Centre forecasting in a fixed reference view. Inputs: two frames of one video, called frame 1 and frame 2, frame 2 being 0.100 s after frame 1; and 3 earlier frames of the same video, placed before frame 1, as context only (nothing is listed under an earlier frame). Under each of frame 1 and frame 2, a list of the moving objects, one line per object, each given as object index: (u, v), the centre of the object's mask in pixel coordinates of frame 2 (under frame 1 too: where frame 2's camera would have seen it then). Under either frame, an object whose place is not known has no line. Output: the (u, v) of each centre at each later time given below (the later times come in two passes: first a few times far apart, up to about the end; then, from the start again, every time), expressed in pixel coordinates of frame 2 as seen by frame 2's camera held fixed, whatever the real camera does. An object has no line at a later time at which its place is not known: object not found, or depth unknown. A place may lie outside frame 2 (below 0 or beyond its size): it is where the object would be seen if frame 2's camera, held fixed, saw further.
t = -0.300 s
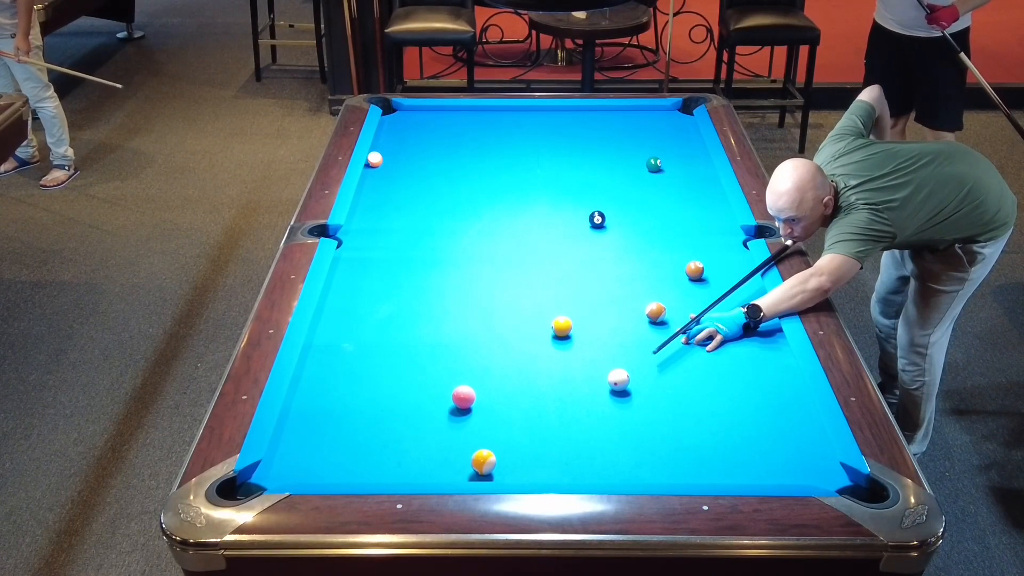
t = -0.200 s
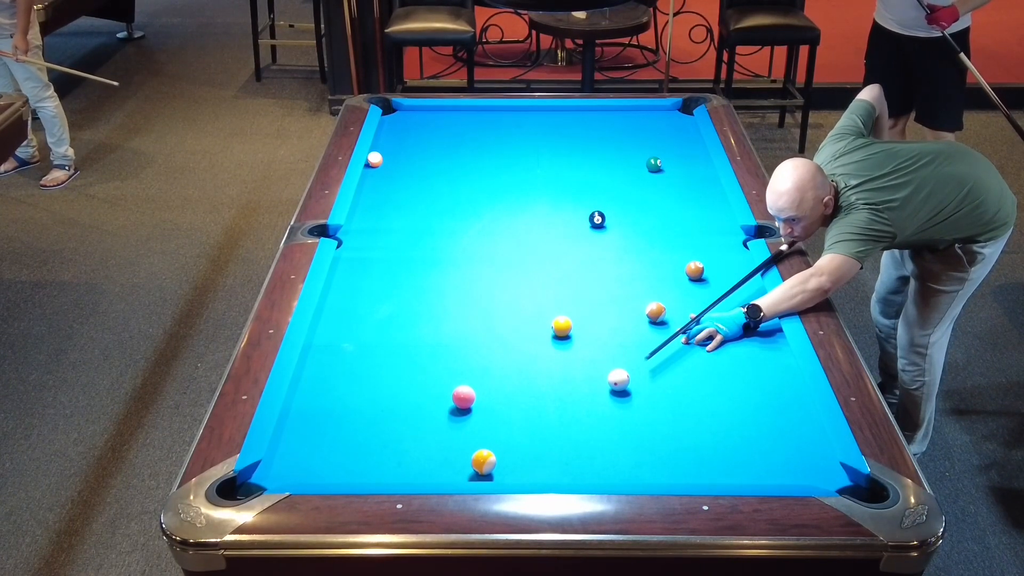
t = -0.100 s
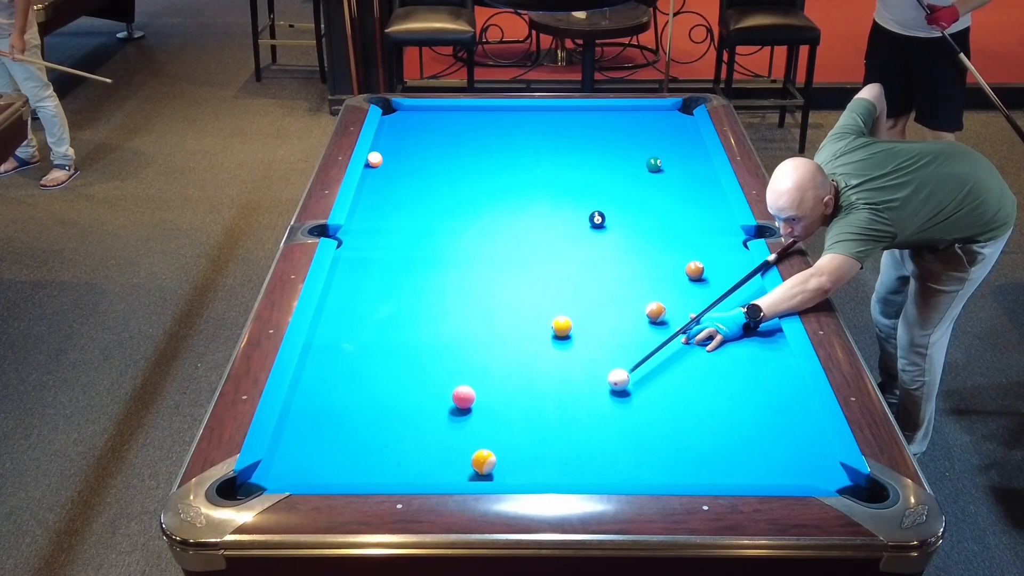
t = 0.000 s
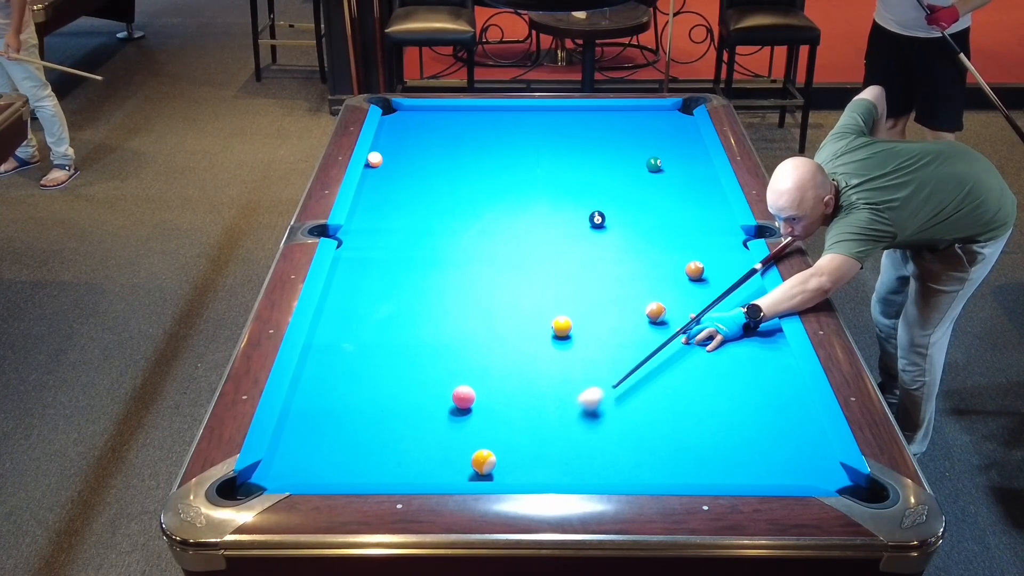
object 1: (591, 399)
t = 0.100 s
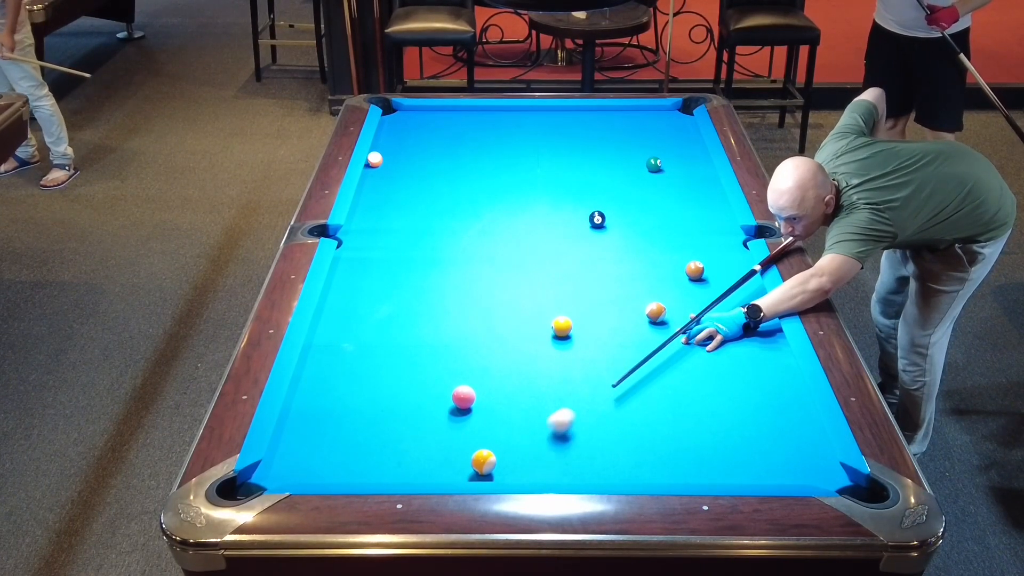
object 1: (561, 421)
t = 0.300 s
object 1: (509, 468)
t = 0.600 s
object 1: (522, 442)
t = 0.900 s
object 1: (535, 410)
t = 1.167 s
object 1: (545, 386)
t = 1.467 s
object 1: (555, 362)
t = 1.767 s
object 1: (564, 341)
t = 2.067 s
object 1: (574, 334)
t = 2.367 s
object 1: (584, 331)
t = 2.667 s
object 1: (592, 329)
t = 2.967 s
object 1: (597, 328)
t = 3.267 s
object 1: (600, 328)
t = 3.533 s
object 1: (601, 328)
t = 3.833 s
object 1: (600, 328)
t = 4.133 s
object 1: (600, 328)
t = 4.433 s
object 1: (600, 328)
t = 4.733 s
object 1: (600, 328)
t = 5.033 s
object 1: (600, 328)
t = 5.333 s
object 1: (600, 328)
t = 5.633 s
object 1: (600, 328)
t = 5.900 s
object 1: (600, 328)
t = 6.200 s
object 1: (600, 328)
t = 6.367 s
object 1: (600, 328)
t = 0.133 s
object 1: (551, 429)
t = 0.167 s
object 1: (541, 436)
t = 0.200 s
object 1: (530, 444)
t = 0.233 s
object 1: (520, 452)
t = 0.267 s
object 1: (510, 460)
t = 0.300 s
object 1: (509, 468)
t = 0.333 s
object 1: (509, 472)
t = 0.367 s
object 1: (511, 471)
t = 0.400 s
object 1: (513, 467)
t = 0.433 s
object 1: (514, 463)
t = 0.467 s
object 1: (516, 459)
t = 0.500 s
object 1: (518, 455)
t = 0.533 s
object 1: (519, 450)
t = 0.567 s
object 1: (521, 446)
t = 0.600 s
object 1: (522, 442)
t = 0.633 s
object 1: (524, 439)
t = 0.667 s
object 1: (525, 435)
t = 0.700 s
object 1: (527, 431)
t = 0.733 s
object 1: (528, 427)
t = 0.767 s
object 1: (530, 424)
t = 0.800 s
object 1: (531, 420)
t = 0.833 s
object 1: (532, 417)
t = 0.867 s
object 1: (534, 414)
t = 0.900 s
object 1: (535, 410)
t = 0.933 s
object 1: (536, 407)
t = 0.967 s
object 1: (538, 404)
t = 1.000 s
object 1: (539, 401)
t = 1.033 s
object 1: (540, 397)
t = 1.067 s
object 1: (541, 395)
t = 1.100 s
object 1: (543, 391)
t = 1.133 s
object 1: (544, 389)
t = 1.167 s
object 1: (545, 386)
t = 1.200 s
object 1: (546, 383)
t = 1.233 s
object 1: (547, 380)
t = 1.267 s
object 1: (548, 377)
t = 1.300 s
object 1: (550, 375)
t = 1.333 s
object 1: (551, 372)
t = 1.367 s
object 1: (552, 369)
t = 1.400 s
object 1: (553, 367)
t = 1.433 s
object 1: (554, 364)
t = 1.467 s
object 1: (555, 362)
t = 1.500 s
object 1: (556, 359)
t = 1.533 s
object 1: (557, 357)
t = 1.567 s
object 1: (558, 354)
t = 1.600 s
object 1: (559, 352)
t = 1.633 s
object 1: (560, 350)
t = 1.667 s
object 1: (561, 347)
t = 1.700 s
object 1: (562, 345)
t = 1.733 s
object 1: (563, 343)
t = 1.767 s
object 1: (564, 341)
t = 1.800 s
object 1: (564, 339)
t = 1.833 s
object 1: (565, 337)
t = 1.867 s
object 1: (567, 336)
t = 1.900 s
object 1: (568, 336)
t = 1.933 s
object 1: (569, 335)
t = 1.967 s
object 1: (570, 335)
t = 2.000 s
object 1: (572, 335)
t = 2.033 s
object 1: (573, 334)
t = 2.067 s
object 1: (574, 334)
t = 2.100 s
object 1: (575, 333)
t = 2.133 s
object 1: (577, 333)
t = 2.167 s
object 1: (578, 333)
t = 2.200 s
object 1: (579, 333)
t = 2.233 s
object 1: (580, 332)
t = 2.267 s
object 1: (581, 332)
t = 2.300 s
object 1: (582, 332)
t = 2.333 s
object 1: (583, 331)
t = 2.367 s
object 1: (584, 331)
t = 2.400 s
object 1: (585, 331)
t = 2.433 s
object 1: (586, 331)
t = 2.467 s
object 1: (587, 330)
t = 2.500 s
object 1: (588, 330)
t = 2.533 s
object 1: (588, 330)
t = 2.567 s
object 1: (589, 330)
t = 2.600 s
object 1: (590, 330)
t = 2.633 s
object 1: (591, 330)
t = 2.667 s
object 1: (592, 329)
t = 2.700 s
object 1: (592, 329)
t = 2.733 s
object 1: (593, 329)
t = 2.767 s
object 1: (594, 329)
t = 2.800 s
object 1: (594, 329)
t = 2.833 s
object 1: (595, 329)
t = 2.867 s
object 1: (596, 329)
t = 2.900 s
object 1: (596, 329)
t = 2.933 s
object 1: (597, 329)
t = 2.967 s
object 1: (597, 328)
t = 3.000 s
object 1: (597, 328)
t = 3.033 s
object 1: (598, 328)
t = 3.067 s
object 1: (598, 328)
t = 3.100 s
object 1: (599, 328)
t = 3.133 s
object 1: (599, 328)
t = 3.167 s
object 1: (599, 328)
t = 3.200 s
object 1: (600, 328)
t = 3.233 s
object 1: (600, 328)
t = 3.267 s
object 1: (600, 328)
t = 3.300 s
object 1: (600, 328)
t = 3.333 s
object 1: (601, 328)
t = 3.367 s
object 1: (601, 328)
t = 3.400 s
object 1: (601, 328)
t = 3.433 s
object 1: (601, 328)
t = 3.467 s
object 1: (601, 328)
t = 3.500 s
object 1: (601, 328)
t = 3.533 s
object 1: (601, 328)
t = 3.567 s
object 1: (601, 328)
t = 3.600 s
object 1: (601, 328)
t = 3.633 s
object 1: (601, 328)
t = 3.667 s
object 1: (601, 328)
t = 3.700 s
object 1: (601, 328)
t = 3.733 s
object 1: (600, 328)
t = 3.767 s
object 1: (600, 328)
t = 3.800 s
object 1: (600, 328)
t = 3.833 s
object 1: (600, 328)
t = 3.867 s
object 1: (600, 328)
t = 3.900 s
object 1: (600, 328)
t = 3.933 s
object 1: (600, 328)
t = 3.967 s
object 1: (600, 328)
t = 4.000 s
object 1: (600, 328)
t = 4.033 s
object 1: (600, 328)
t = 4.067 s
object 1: (600, 328)
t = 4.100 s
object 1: (600, 328)
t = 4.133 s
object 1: (600, 328)
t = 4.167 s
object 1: (600, 328)
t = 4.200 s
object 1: (600, 328)
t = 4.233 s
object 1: (600, 328)
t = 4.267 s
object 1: (600, 328)
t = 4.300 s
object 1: (600, 328)
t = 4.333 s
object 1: (600, 328)
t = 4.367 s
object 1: (600, 328)
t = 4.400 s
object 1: (600, 328)
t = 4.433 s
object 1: (600, 328)
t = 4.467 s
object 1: (600, 328)
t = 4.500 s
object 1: (600, 328)
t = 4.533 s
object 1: (600, 328)
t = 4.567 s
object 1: (600, 328)
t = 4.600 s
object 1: (600, 328)
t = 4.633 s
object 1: (600, 328)
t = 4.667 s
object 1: (600, 328)
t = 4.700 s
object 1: (600, 328)
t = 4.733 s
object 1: (600, 328)
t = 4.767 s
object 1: (600, 328)
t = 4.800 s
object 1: (600, 328)
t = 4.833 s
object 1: (600, 328)
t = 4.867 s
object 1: (600, 328)
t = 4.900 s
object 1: (600, 328)
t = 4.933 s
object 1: (600, 328)
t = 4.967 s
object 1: (600, 328)
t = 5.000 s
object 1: (600, 328)
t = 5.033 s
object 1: (600, 328)
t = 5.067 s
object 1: (600, 328)
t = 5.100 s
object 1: (600, 328)
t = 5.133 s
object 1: (600, 328)
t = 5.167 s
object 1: (600, 328)
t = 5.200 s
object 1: (600, 328)
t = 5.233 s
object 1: (600, 328)
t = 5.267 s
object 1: (600, 328)
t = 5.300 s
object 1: (600, 328)
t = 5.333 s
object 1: (600, 328)
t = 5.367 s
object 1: (600, 328)
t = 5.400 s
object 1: (600, 328)
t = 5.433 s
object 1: (600, 328)
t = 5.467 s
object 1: (600, 328)
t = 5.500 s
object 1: (600, 328)
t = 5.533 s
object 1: (600, 328)
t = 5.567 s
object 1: (600, 328)
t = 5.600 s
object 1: (600, 328)
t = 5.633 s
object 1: (600, 328)
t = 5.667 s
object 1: (600, 328)
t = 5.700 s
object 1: (600, 328)
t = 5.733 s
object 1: (600, 328)
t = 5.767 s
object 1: (600, 328)
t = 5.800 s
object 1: (600, 328)
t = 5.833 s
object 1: (600, 328)
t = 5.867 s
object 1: (600, 328)
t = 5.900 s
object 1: (600, 328)
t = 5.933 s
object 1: (600, 328)
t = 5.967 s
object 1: (600, 328)
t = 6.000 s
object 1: (600, 328)
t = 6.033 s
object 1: (600, 328)
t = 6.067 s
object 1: (600, 328)
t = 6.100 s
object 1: (600, 328)
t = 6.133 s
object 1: (600, 328)
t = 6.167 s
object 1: (600, 328)
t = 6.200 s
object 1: (600, 328)
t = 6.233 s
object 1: (600, 328)
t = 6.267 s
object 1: (600, 328)
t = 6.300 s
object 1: (600, 328)
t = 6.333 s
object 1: (600, 328)
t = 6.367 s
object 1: (600, 328)
